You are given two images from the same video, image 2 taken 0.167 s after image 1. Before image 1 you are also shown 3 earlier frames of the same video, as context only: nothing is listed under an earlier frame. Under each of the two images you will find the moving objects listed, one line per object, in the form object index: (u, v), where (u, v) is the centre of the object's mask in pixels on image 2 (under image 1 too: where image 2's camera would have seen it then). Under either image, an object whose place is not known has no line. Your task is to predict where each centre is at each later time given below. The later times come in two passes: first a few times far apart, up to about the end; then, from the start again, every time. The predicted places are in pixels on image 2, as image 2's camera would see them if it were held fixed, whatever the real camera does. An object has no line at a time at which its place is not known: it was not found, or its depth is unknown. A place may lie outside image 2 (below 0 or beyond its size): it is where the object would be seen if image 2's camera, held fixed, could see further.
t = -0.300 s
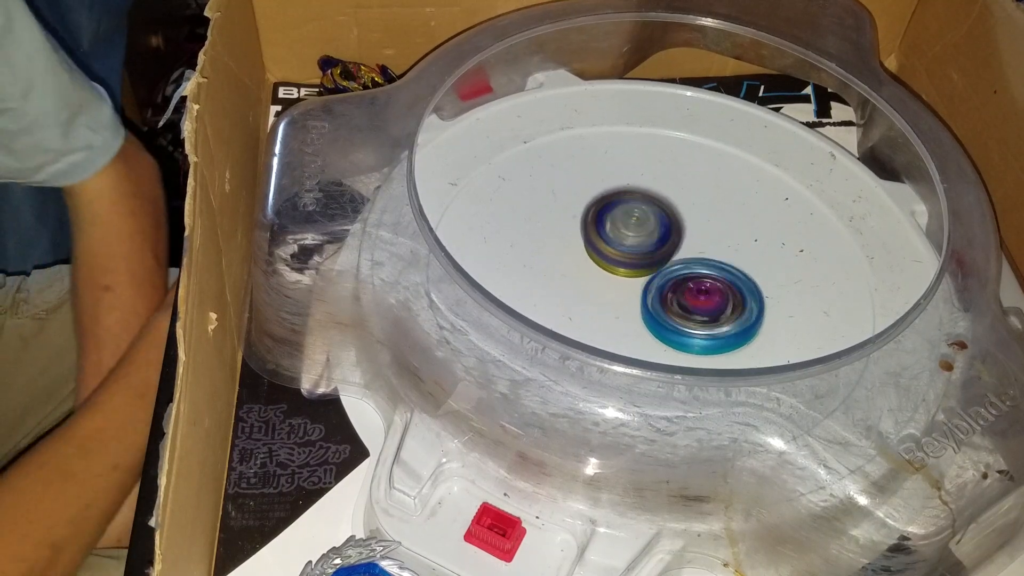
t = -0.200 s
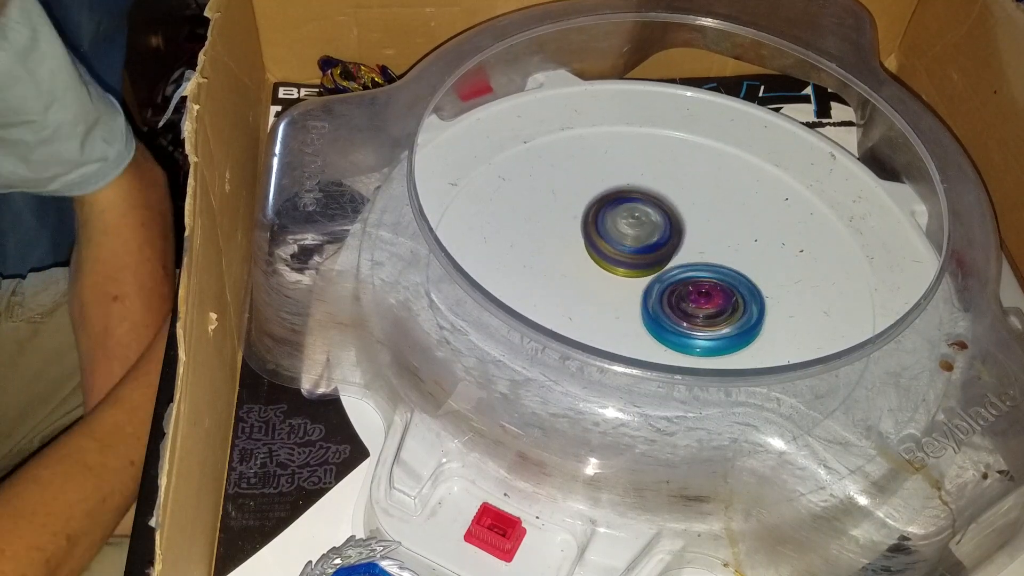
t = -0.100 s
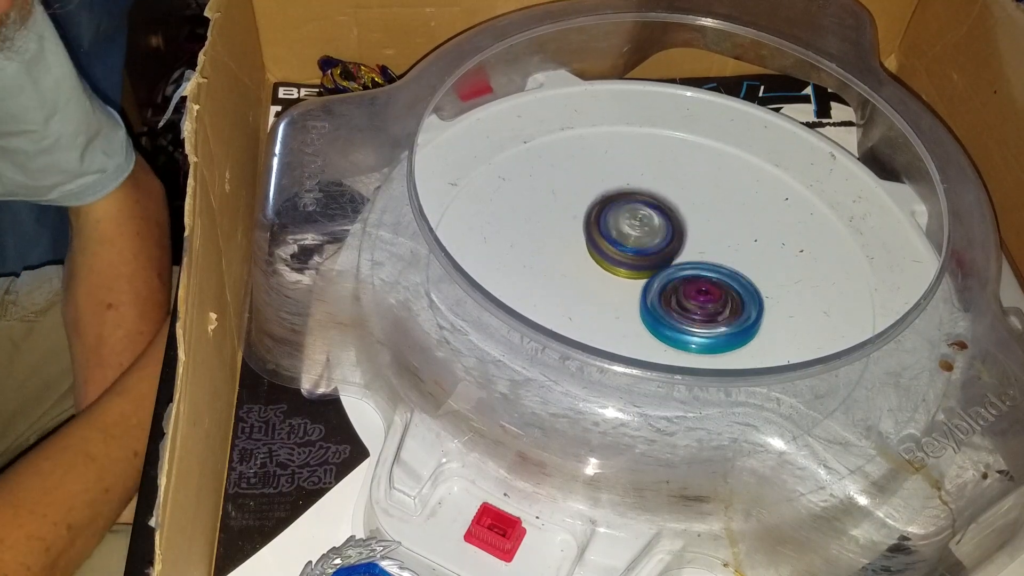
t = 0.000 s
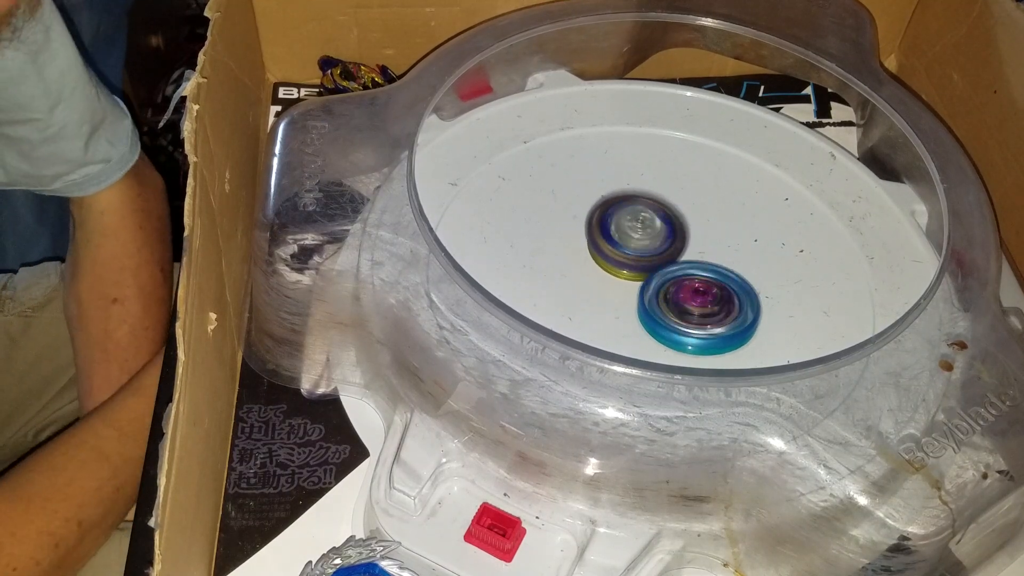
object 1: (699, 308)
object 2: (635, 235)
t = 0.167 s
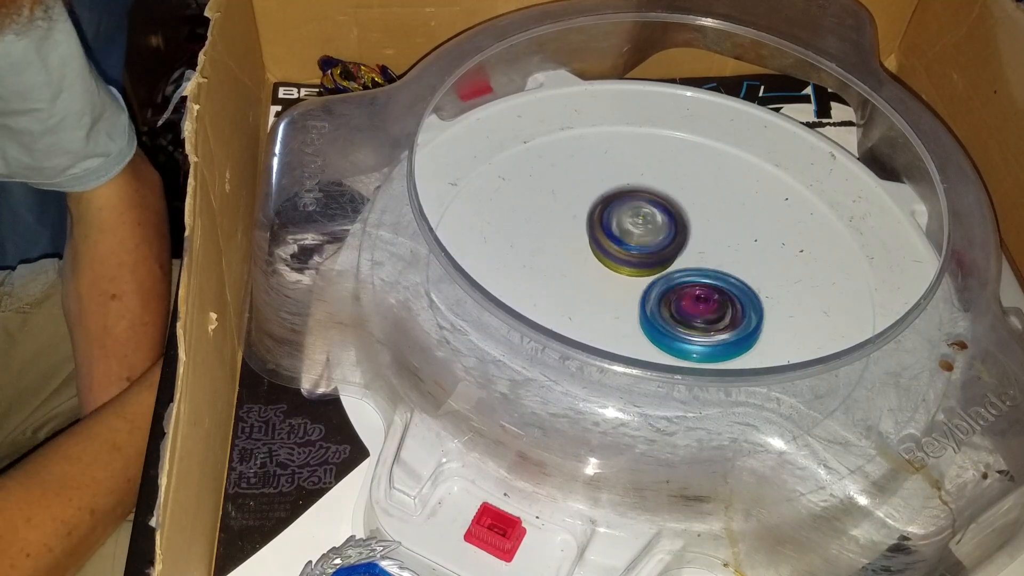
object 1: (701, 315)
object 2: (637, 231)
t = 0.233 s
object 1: (700, 314)
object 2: (638, 232)
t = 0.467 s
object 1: (698, 317)
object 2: (641, 233)
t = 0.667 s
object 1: (702, 320)
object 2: (642, 230)
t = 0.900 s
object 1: (704, 317)
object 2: (646, 232)
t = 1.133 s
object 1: (703, 318)
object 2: (650, 234)
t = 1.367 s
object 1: (704, 314)
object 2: (655, 236)
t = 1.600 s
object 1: (702, 314)
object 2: (654, 233)
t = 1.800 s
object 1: (699, 320)
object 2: (652, 232)
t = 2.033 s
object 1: (697, 322)
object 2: (650, 234)
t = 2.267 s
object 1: (694, 317)
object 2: (651, 237)
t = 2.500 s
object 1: (694, 326)
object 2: (651, 224)
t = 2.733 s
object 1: (694, 319)
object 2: (655, 227)
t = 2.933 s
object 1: (697, 316)
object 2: (658, 231)
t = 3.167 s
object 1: (701, 317)
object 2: (666, 234)
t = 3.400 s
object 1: (705, 319)
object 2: (670, 234)
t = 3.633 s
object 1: (701, 323)
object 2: (668, 234)
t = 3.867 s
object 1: (700, 319)
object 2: (668, 236)
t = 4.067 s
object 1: (697, 319)
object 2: (665, 235)
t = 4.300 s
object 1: (700, 328)
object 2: (659, 230)
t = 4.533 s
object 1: (698, 322)
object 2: (658, 236)
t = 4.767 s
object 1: (699, 321)
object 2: (662, 238)
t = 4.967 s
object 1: (703, 326)
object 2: (664, 235)
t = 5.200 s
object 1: (706, 321)
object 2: (667, 233)
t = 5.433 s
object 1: (707, 322)
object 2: (662, 233)
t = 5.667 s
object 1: (709, 319)
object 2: (663, 238)
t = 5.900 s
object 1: (707, 316)
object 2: (661, 235)
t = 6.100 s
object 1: (703, 318)
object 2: (655, 235)
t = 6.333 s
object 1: (703, 317)
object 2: (651, 235)
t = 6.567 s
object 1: (706, 322)
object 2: (654, 239)
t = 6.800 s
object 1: (707, 323)
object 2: (664, 241)
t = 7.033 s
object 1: (701, 329)
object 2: (670, 219)
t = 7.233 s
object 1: (709, 322)
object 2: (672, 209)
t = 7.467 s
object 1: (699, 318)
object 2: (663, 238)
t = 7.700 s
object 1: (684, 335)
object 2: (650, 245)
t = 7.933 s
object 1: (658, 332)
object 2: (654, 257)
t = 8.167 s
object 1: (647, 330)
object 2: (657, 254)
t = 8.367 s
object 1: (652, 336)
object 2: (653, 239)
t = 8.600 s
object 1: (637, 327)
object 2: (649, 248)
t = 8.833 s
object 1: (605, 316)
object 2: (655, 251)
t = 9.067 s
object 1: (590, 310)
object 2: (658, 252)
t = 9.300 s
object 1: (598, 314)
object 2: (663, 262)
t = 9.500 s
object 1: (601, 312)
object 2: (690, 270)
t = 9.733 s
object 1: (596, 281)
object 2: (717, 261)
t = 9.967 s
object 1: (602, 254)
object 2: (707, 255)
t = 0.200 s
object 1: (700, 315)
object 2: (637, 232)
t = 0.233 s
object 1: (700, 314)
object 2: (638, 232)
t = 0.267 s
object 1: (699, 313)
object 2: (639, 233)
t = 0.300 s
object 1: (698, 312)
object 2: (640, 234)
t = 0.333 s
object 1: (697, 311)
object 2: (640, 234)
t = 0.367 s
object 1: (697, 312)
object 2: (641, 235)
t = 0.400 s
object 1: (697, 315)
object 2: (640, 234)
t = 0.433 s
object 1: (699, 318)
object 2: (640, 233)
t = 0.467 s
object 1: (698, 317)
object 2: (641, 233)
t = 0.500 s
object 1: (698, 316)
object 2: (641, 233)
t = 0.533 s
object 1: (698, 314)
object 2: (642, 234)
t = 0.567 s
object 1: (698, 314)
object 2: (642, 234)
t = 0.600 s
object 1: (698, 313)
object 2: (643, 234)
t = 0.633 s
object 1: (698, 314)
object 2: (643, 234)
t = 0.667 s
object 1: (702, 320)
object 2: (642, 230)
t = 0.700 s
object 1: (703, 322)
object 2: (642, 229)
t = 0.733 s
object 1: (703, 322)
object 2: (643, 230)
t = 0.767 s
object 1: (703, 320)
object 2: (644, 229)
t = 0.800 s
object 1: (704, 320)
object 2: (643, 230)
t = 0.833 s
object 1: (704, 319)
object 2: (645, 231)
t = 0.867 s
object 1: (703, 318)
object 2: (645, 232)
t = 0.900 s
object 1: (704, 317)
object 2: (646, 232)
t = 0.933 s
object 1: (703, 316)
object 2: (647, 233)
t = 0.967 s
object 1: (703, 314)
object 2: (647, 234)
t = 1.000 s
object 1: (702, 313)
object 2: (648, 235)
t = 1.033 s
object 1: (703, 314)
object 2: (648, 235)
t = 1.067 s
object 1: (701, 314)
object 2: (649, 236)
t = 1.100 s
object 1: (703, 318)
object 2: (650, 234)
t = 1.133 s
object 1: (703, 318)
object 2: (650, 234)
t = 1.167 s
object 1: (703, 316)
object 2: (652, 234)
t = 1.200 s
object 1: (703, 315)
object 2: (652, 235)
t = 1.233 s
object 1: (704, 315)
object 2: (653, 235)
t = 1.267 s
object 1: (704, 314)
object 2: (654, 235)
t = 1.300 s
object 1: (705, 315)
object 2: (654, 235)
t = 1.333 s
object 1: (705, 316)
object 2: (654, 235)
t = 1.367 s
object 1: (704, 314)
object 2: (655, 236)
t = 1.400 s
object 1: (705, 316)
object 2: (655, 235)
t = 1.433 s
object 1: (704, 316)
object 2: (655, 235)
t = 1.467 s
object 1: (704, 316)
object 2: (655, 234)
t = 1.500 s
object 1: (704, 317)
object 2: (654, 233)
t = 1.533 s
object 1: (703, 316)
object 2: (655, 233)
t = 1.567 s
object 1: (703, 315)
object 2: (655, 233)
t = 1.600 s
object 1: (702, 314)
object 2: (654, 233)
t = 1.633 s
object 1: (701, 314)
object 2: (655, 234)
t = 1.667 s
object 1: (700, 313)
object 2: (654, 234)
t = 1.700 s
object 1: (700, 314)
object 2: (653, 234)
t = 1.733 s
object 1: (699, 314)
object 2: (654, 234)
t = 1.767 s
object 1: (699, 318)
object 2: (653, 233)
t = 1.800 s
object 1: (699, 320)
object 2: (652, 232)
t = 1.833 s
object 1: (697, 319)
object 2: (653, 233)
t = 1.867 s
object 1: (697, 318)
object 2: (653, 233)
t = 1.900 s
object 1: (697, 317)
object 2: (652, 234)
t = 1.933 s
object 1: (697, 317)
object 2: (652, 235)
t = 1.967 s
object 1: (696, 316)
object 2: (652, 236)
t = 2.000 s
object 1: (695, 316)
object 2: (651, 236)
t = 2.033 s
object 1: (697, 322)
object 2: (650, 234)
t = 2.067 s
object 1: (695, 323)
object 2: (648, 233)
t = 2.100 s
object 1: (694, 322)
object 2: (650, 234)
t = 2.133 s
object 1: (694, 321)
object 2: (650, 235)
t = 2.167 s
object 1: (695, 320)
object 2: (650, 235)
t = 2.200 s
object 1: (694, 319)
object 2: (650, 236)
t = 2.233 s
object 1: (694, 318)
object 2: (651, 236)
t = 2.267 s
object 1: (694, 317)
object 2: (651, 237)
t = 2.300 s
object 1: (693, 319)
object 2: (652, 237)
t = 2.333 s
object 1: (691, 319)
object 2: (652, 237)
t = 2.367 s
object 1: (691, 322)
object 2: (652, 235)
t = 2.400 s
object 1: (694, 327)
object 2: (650, 228)
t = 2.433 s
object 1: (693, 327)
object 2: (649, 226)
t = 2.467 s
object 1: (693, 327)
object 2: (651, 225)
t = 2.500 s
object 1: (694, 326)
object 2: (651, 224)
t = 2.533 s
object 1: (695, 325)
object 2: (651, 224)
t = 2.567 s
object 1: (695, 325)
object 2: (652, 224)
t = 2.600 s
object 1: (695, 324)
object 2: (653, 225)
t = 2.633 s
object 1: (695, 323)
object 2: (653, 225)
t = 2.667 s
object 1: (694, 322)
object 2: (653, 226)
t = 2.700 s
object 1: (694, 320)
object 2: (654, 226)
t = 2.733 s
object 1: (694, 319)
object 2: (655, 227)
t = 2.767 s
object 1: (694, 317)
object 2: (655, 228)
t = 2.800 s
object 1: (694, 316)
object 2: (656, 229)
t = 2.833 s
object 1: (694, 315)
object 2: (657, 230)
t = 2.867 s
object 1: (695, 313)
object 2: (658, 231)
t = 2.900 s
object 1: (696, 316)
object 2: (657, 231)
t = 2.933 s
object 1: (697, 316)
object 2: (658, 231)
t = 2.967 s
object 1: (696, 315)
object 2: (659, 232)
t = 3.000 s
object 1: (698, 314)
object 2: (662, 232)
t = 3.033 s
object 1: (700, 315)
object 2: (661, 233)
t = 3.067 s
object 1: (700, 319)
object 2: (662, 233)
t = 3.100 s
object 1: (700, 320)
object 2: (663, 234)
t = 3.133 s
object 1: (700, 318)
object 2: (665, 234)
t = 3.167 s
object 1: (701, 317)
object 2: (666, 234)
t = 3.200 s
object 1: (702, 316)
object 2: (667, 234)
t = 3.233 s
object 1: (702, 321)
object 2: (667, 233)
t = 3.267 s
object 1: (701, 321)
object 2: (667, 233)
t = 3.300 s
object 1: (701, 321)
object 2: (668, 234)
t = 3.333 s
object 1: (702, 320)
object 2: (669, 234)
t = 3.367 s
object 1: (704, 319)
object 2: (669, 234)
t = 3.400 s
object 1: (705, 319)
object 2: (670, 234)
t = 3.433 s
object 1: (705, 318)
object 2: (670, 234)
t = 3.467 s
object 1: (705, 318)
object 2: (670, 234)
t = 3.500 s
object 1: (705, 317)
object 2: (671, 235)
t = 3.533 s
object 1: (705, 318)
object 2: (671, 235)
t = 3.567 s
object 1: (703, 319)
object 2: (670, 235)
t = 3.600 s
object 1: (702, 323)
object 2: (669, 233)
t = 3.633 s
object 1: (701, 323)
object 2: (668, 234)
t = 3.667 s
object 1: (700, 322)
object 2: (669, 234)
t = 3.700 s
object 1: (702, 321)
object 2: (668, 234)
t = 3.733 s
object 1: (702, 321)
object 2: (668, 234)
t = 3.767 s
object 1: (702, 320)
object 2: (668, 235)
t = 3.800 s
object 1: (701, 319)
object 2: (668, 235)
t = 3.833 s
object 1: (701, 318)
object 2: (667, 235)
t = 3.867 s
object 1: (700, 319)
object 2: (668, 236)
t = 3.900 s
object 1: (699, 320)
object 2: (666, 235)
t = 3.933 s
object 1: (698, 320)
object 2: (665, 236)
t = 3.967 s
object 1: (697, 321)
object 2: (666, 235)
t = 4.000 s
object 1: (698, 322)
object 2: (665, 234)
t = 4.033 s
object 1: (697, 322)
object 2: (664, 234)
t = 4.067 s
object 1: (697, 319)
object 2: (665, 235)
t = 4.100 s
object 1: (699, 319)
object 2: (665, 235)
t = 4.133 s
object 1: (699, 318)
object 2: (664, 235)
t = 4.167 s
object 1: (699, 318)
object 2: (663, 235)
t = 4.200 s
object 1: (697, 319)
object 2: (663, 235)
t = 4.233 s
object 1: (696, 318)
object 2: (662, 236)
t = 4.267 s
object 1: (699, 326)
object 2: (660, 232)
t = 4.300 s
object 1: (700, 328)
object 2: (659, 230)
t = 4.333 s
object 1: (698, 329)
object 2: (658, 231)
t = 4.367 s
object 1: (697, 328)
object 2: (658, 231)
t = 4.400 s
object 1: (697, 326)
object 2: (658, 232)
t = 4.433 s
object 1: (697, 324)
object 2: (657, 233)
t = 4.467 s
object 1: (698, 323)
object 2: (658, 234)
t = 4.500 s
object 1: (698, 323)
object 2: (658, 235)
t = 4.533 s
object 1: (698, 322)
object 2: (658, 236)
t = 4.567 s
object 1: (698, 321)
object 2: (658, 237)
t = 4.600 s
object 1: (697, 320)
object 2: (660, 237)
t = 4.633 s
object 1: (699, 324)
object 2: (658, 236)
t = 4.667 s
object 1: (699, 326)
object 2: (658, 236)
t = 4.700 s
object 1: (697, 325)
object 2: (659, 237)
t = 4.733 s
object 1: (697, 323)
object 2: (661, 238)
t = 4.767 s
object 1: (699, 321)
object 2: (662, 238)
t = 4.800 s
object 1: (702, 321)
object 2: (662, 238)
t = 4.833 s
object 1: (702, 321)
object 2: (663, 238)
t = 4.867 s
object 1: (702, 322)
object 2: (664, 238)
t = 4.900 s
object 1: (700, 321)
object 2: (664, 239)
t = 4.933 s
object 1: (702, 324)
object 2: (665, 237)
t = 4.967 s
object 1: (703, 326)
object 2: (664, 235)
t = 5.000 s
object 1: (701, 326)
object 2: (664, 234)
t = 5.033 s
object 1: (702, 324)
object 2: (666, 235)
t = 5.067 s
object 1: (702, 323)
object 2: (667, 234)
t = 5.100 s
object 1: (704, 322)
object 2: (666, 233)
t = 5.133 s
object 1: (706, 322)
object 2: (666, 233)
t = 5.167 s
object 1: (707, 322)
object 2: (666, 233)
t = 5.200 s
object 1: (706, 321)
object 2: (667, 233)
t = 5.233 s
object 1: (706, 320)
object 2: (666, 233)
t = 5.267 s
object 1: (707, 319)
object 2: (666, 234)
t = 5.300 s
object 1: (707, 318)
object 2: (666, 234)
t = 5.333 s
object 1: (707, 317)
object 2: (665, 234)
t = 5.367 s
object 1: (709, 318)
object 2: (665, 235)
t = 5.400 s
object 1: (709, 322)
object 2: (663, 233)
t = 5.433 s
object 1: (707, 322)
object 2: (662, 233)
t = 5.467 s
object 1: (706, 320)
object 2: (663, 234)
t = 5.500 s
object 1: (706, 318)
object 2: (664, 235)
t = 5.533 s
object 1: (708, 317)
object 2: (665, 236)
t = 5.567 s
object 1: (710, 317)
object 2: (664, 237)
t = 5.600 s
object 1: (710, 318)
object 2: (664, 237)
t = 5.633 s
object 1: (710, 318)
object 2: (664, 238)
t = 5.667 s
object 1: (709, 319)
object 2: (663, 238)
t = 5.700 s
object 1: (708, 319)
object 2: (663, 238)
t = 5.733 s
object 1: (708, 319)
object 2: (662, 237)
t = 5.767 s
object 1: (707, 318)
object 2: (663, 237)
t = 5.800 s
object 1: (708, 320)
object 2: (661, 235)
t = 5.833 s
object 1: (706, 319)
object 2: (661, 235)
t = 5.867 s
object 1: (706, 317)
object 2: (662, 235)
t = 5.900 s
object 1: (707, 316)
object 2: (661, 235)
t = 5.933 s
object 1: (707, 315)
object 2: (661, 235)
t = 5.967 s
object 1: (708, 314)
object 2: (660, 235)
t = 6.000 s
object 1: (708, 315)
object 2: (659, 236)
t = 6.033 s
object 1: (706, 316)
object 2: (659, 235)
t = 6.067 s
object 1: (705, 317)
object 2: (657, 236)
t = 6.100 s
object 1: (703, 318)
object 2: (655, 235)
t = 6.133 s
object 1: (700, 316)
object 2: (654, 236)
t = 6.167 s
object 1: (704, 320)
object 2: (653, 233)
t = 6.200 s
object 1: (704, 323)
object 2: (650, 230)
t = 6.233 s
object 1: (701, 321)
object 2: (649, 231)
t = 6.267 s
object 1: (700, 319)
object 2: (650, 233)
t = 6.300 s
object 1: (702, 318)
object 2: (651, 234)
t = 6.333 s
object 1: (703, 317)
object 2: (651, 235)
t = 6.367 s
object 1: (704, 317)
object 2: (651, 235)
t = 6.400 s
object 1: (704, 316)
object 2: (651, 235)
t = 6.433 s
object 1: (703, 316)
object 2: (651, 237)
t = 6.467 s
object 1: (703, 318)
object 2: (651, 237)
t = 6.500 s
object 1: (704, 318)
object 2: (651, 238)
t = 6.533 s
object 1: (705, 320)
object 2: (653, 239)
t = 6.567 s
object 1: (706, 322)
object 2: (654, 239)
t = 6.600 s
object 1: (705, 323)
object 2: (654, 240)
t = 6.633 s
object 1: (703, 322)
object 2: (657, 241)
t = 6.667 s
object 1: (703, 322)
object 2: (659, 241)
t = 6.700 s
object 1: (705, 322)
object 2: (660, 241)
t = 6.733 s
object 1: (706, 322)
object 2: (661, 241)
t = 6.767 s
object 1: (706, 322)
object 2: (662, 242)
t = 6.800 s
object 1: (707, 323)
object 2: (664, 241)
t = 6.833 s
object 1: (707, 324)
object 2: (665, 239)
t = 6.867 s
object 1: (704, 324)
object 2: (666, 239)
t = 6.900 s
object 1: (701, 323)
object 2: (667, 238)
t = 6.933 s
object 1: (698, 320)
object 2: (669, 237)
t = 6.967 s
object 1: (699, 323)
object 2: (669, 234)
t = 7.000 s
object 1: (700, 327)
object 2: (669, 225)
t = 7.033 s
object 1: (701, 329)
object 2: (670, 219)
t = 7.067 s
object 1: (701, 329)
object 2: (671, 212)
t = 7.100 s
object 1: (700, 328)
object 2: (671, 209)
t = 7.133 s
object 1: (701, 326)
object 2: (671, 208)
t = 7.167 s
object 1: (704, 324)
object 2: (670, 208)
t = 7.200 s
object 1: (706, 323)
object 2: (670, 208)
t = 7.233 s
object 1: (709, 322)
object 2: (672, 209)
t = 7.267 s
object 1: (711, 322)
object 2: (672, 210)
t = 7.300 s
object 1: (712, 322)
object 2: (672, 212)
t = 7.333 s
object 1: (712, 322)
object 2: (671, 215)
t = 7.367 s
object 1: (711, 321)
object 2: (671, 219)
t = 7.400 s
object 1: (708, 320)
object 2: (669, 224)
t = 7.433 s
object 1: (704, 319)
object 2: (666, 231)
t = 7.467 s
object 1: (699, 318)
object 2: (663, 238)
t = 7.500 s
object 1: (695, 323)
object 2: (658, 239)
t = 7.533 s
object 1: (692, 324)
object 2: (656, 242)
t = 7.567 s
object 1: (690, 325)
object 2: (656, 244)
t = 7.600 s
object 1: (690, 332)
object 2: (652, 240)
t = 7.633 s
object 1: (689, 336)
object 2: (649, 239)
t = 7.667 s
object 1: (687, 336)
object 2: (648, 241)
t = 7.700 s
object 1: (684, 335)
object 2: (650, 245)
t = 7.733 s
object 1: (680, 335)
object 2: (651, 248)
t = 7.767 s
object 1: (676, 334)
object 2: (651, 250)
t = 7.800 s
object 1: (673, 334)
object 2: (651, 252)
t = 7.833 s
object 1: (669, 333)
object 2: (651, 254)
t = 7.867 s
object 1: (665, 333)
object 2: (653, 257)
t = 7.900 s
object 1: (662, 333)
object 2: (654, 257)
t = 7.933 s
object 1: (658, 332)
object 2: (654, 257)
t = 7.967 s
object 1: (655, 331)
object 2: (653, 257)
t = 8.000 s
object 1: (652, 331)
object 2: (654, 257)
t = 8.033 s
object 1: (650, 330)
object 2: (656, 256)
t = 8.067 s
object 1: (647, 331)
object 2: (657, 256)
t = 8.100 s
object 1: (646, 330)
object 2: (657, 256)
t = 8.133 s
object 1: (646, 330)
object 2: (657, 256)
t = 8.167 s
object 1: (647, 330)
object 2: (657, 254)
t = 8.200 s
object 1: (648, 332)
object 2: (657, 253)
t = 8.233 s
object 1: (648, 336)
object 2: (658, 249)
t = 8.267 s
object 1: (649, 337)
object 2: (656, 246)
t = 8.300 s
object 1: (650, 337)
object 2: (655, 242)
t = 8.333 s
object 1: (651, 337)
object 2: (654, 241)
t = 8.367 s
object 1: (652, 336)
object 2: (653, 239)
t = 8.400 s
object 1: (652, 336)
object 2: (652, 239)
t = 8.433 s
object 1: (652, 335)
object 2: (652, 240)
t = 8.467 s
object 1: (650, 335)
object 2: (651, 241)
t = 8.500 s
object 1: (648, 333)
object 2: (651, 243)
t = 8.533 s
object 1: (644, 331)
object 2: (649, 244)
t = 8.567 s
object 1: (642, 330)
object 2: (649, 246)
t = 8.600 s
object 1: (637, 327)
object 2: (649, 248)
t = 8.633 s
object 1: (631, 325)
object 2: (649, 252)
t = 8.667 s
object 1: (627, 325)
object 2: (649, 253)
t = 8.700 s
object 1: (623, 322)
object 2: (650, 253)
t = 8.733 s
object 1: (617, 321)
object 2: (652, 254)
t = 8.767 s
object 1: (612, 319)
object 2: (651, 253)
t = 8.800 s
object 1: (609, 318)
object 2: (653, 251)
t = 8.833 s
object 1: (605, 316)
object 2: (655, 251)
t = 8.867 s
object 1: (603, 314)
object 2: (655, 251)
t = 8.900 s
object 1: (600, 313)
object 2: (656, 251)
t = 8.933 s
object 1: (596, 312)
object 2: (655, 252)
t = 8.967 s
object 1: (592, 312)
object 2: (657, 251)
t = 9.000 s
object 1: (591, 311)
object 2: (658, 251)
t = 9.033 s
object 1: (590, 310)
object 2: (658, 251)
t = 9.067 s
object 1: (590, 310)
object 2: (658, 252)
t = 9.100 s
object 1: (592, 309)
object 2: (658, 253)
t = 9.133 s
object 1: (594, 309)
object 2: (659, 253)
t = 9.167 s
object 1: (596, 311)
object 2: (658, 254)
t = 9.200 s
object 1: (598, 311)
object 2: (659, 256)
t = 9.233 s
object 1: (599, 312)
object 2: (659, 258)
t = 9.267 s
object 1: (600, 313)
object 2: (660, 261)
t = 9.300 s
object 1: (598, 314)
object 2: (663, 262)
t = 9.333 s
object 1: (599, 315)
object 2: (667, 265)
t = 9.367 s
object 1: (600, 315)
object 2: (671, 267)
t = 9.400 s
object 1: (599, 315)
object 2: (675, 268)
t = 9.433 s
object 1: (599, 315)
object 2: (682, 268)
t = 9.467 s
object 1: (600, 314)
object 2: (686, 270)
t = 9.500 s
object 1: (601, 312)
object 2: (690, 270)
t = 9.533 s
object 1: (601, 309)
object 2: (694, 271)
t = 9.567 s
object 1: (602, 303)
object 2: (695, 271)
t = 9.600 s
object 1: (603, 297)
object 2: (698, 271)
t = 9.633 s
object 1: (598, 292)
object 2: (705, 269)
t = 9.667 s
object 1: (595, 288)
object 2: (710, 267)
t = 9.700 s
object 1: (596, 284)
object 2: (714, 264)
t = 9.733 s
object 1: (596, 281)
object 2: (717, 261)
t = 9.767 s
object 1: (595, 276)
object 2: (718, 261)
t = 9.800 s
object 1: (596, 272)
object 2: (719, 258)
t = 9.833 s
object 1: (598, 269)
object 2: (718, 257)
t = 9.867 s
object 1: (600, 266)
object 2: (717, 256)
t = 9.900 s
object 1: (600, 262)
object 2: (715, 255)
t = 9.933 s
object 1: (600, 257)
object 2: (711, 255)
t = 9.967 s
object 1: (602, 254)
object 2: (707, 255)
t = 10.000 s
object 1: (600, 250)
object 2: (705, 256)
